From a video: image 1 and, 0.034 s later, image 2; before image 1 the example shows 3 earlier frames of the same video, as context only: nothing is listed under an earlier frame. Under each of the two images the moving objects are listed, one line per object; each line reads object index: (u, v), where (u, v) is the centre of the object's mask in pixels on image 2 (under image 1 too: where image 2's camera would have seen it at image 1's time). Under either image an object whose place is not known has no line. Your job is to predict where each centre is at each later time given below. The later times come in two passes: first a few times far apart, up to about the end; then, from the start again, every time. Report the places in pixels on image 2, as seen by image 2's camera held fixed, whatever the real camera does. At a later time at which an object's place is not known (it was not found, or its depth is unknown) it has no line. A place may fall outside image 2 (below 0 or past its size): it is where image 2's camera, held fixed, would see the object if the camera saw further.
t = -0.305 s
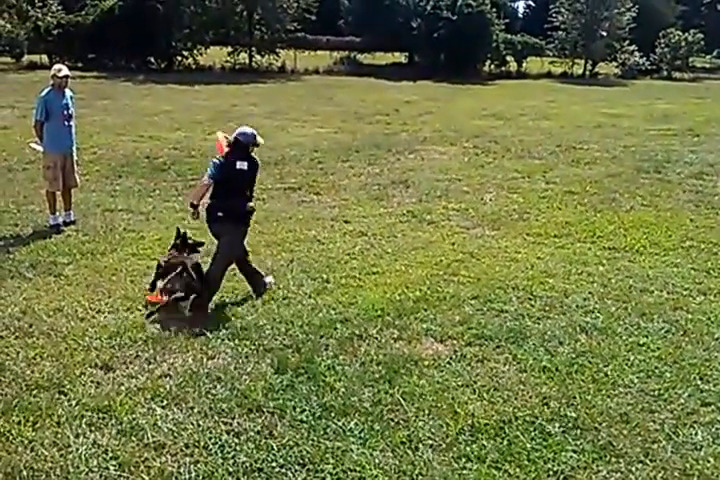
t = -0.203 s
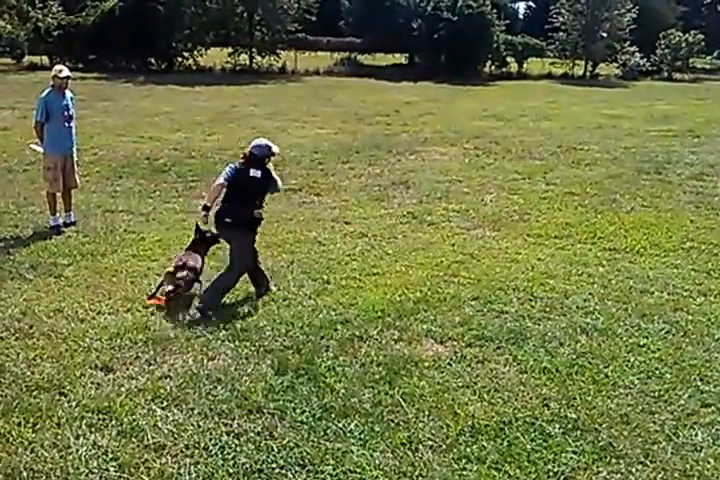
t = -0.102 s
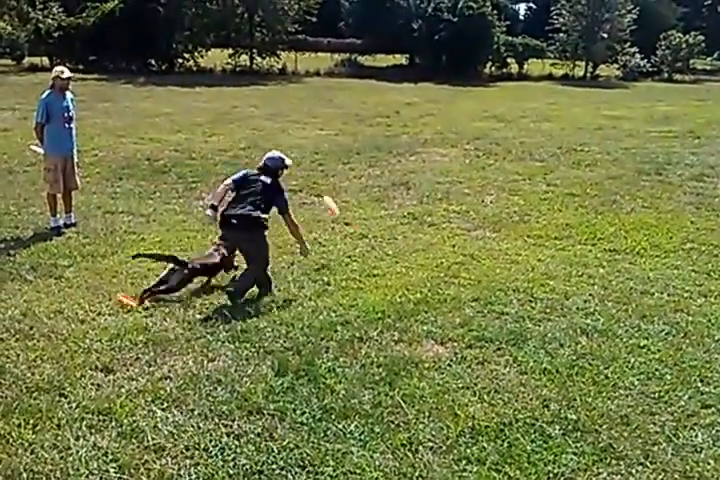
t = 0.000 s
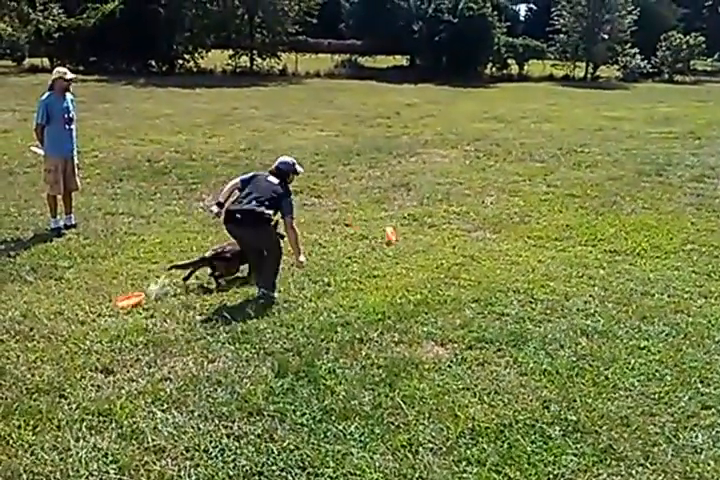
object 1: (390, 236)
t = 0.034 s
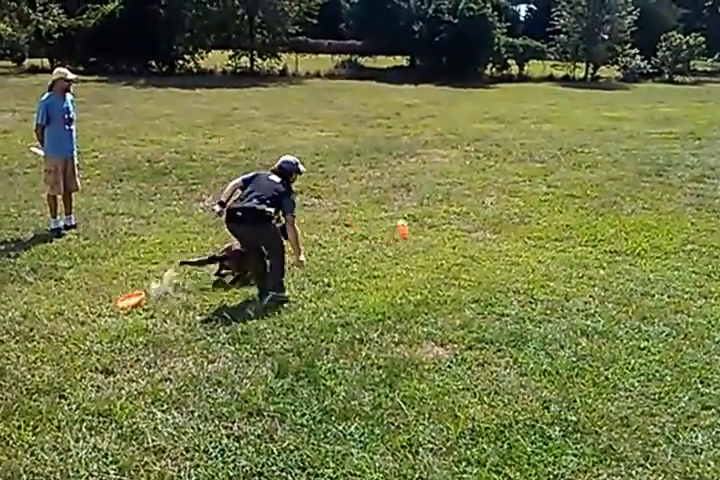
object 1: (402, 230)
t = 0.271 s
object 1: (467, 204)
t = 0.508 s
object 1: (507, 171)
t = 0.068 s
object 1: (412, 223)
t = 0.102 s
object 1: (423, 216)
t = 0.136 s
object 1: (433, 212)
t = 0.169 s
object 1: (442, 209)
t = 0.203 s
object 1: (451, 205)
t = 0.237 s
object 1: (459, 205)
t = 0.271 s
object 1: (467, 204)
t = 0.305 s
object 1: (474, 199)
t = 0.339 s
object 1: (480, 195)
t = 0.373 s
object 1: (485, 189)
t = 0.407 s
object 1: (489, 185)
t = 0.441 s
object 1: (496, 180)
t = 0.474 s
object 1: (500, 176)
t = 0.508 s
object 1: (507, 171)
